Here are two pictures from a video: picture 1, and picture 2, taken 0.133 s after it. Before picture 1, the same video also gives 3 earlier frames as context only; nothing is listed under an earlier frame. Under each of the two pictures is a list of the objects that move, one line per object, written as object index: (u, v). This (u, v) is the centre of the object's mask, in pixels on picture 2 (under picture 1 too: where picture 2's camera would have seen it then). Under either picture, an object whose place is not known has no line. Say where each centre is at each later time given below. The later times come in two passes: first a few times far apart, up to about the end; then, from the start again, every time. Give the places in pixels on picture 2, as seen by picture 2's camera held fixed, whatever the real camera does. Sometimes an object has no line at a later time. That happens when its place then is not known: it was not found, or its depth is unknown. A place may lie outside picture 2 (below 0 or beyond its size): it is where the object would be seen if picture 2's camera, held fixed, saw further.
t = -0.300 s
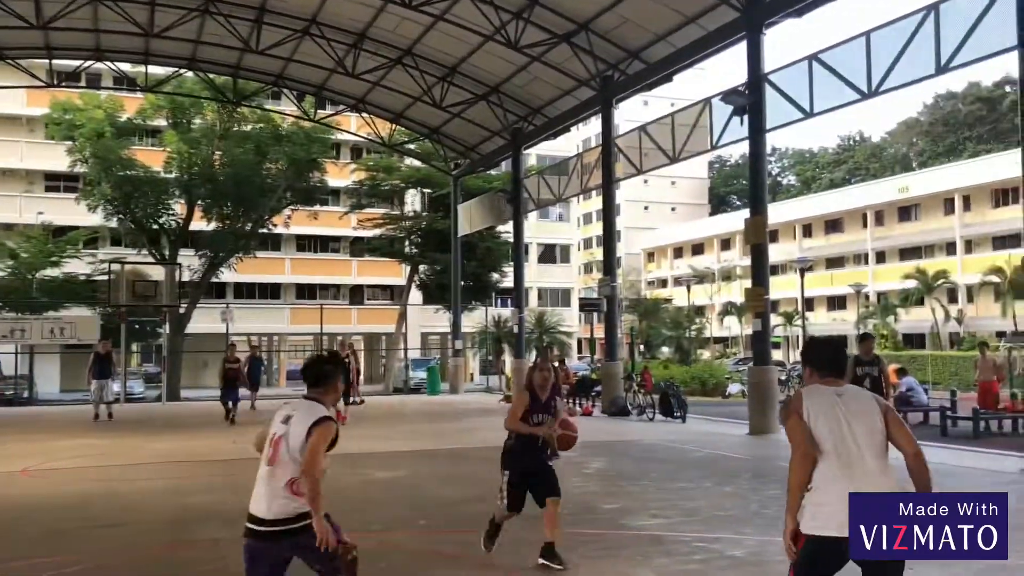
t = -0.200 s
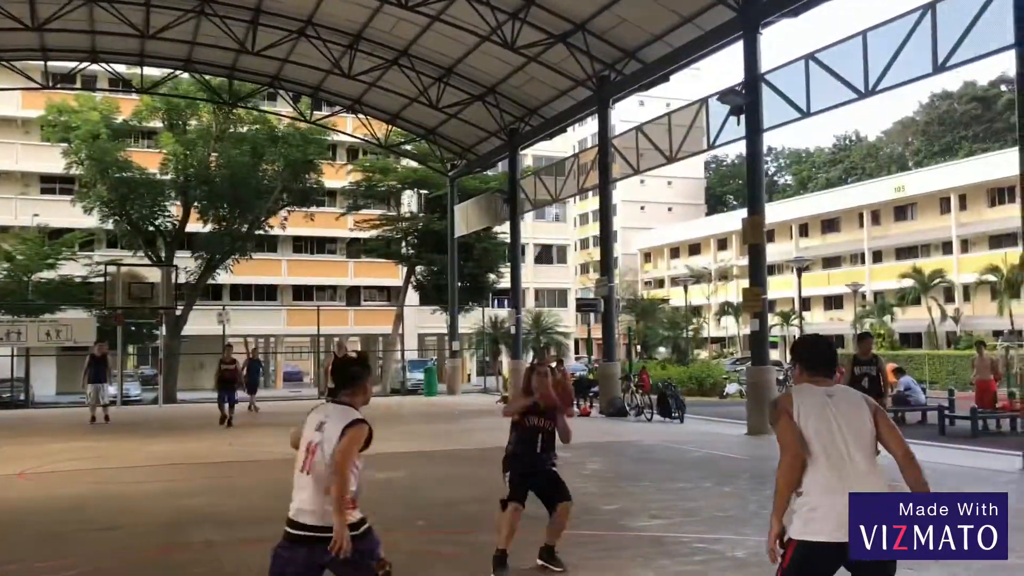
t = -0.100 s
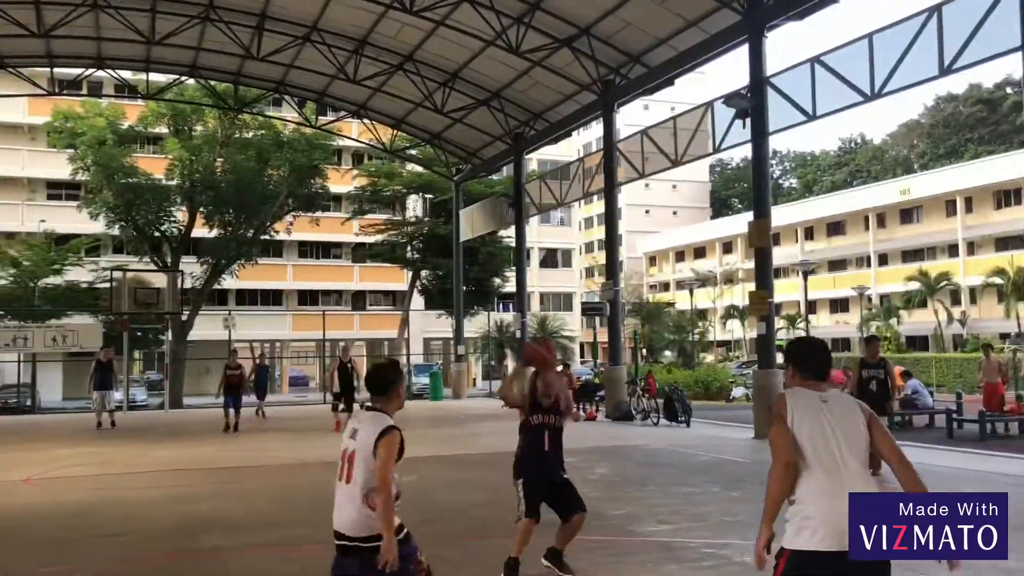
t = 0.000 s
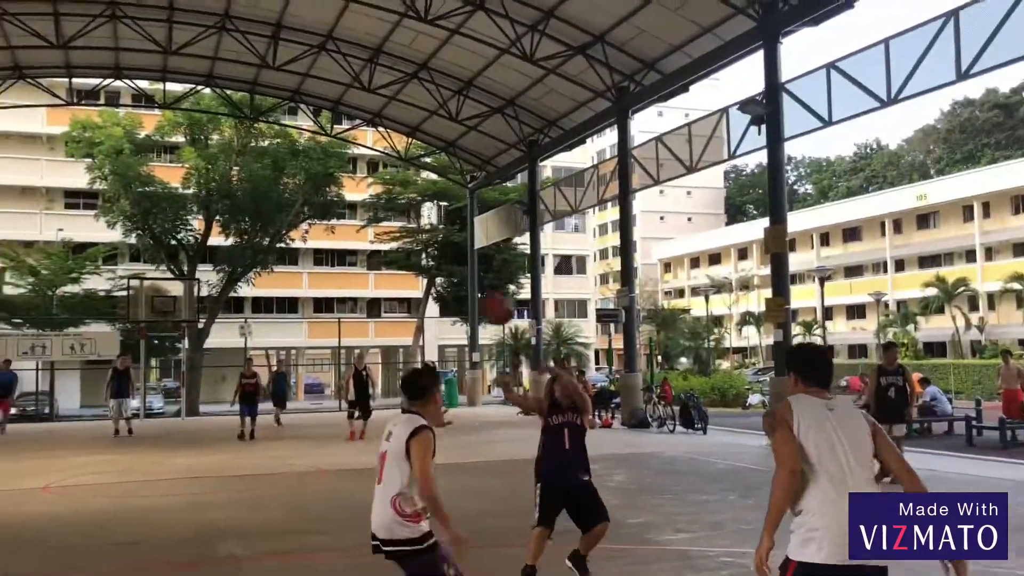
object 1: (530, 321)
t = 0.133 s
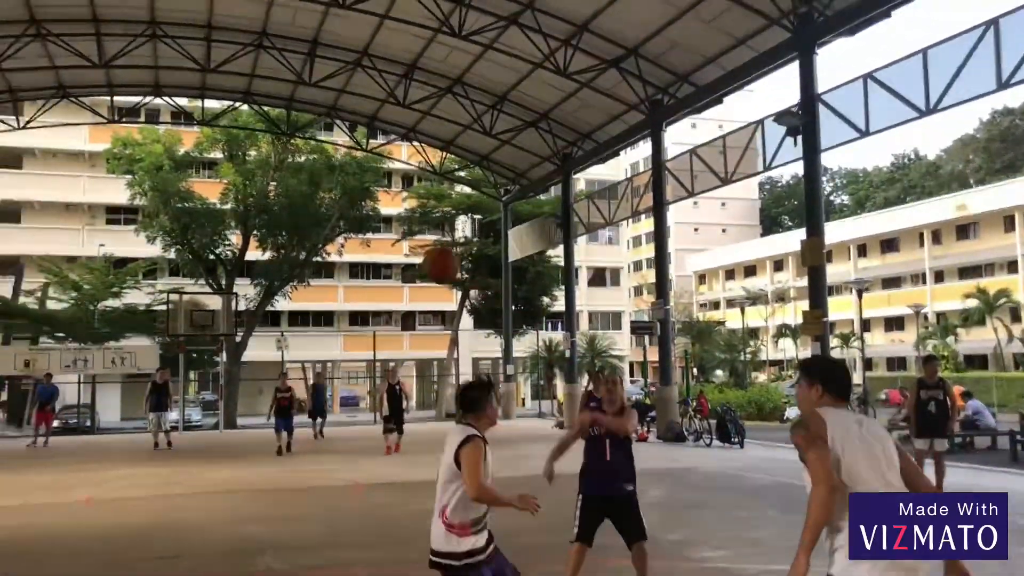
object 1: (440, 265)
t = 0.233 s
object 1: (360, 236)
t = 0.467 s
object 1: (121, 220)
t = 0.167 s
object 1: (415, 253)
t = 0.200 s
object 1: (386, 244)
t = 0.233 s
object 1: (360, 236)
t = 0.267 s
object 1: (331, 230)
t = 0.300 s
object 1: (300, 225)
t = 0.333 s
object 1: (269, 222)
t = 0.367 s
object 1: (232, 217)
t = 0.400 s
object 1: (200, 216)
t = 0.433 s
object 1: (161, 218)
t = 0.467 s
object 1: (121, 220)
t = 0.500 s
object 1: (80, 226)
